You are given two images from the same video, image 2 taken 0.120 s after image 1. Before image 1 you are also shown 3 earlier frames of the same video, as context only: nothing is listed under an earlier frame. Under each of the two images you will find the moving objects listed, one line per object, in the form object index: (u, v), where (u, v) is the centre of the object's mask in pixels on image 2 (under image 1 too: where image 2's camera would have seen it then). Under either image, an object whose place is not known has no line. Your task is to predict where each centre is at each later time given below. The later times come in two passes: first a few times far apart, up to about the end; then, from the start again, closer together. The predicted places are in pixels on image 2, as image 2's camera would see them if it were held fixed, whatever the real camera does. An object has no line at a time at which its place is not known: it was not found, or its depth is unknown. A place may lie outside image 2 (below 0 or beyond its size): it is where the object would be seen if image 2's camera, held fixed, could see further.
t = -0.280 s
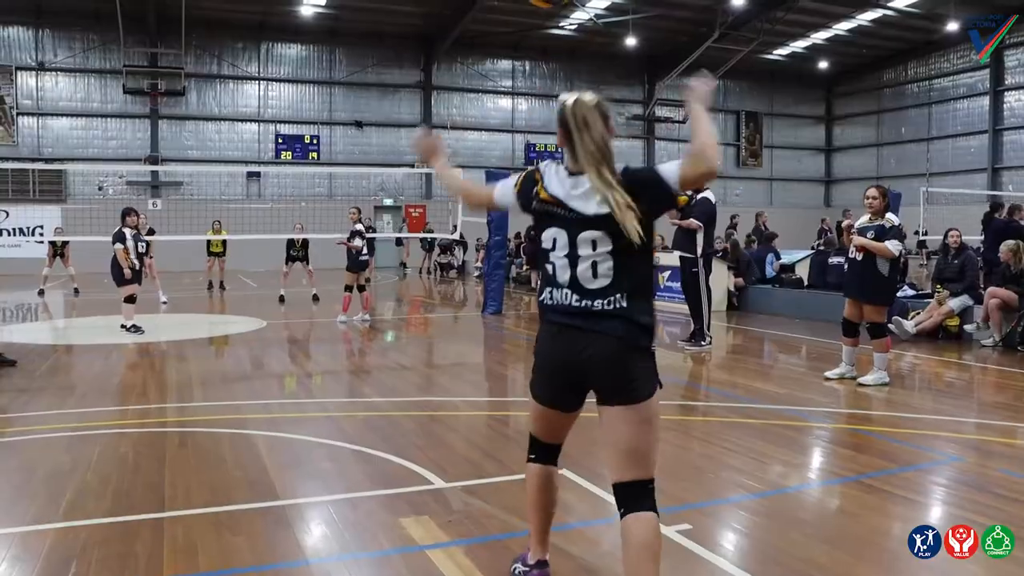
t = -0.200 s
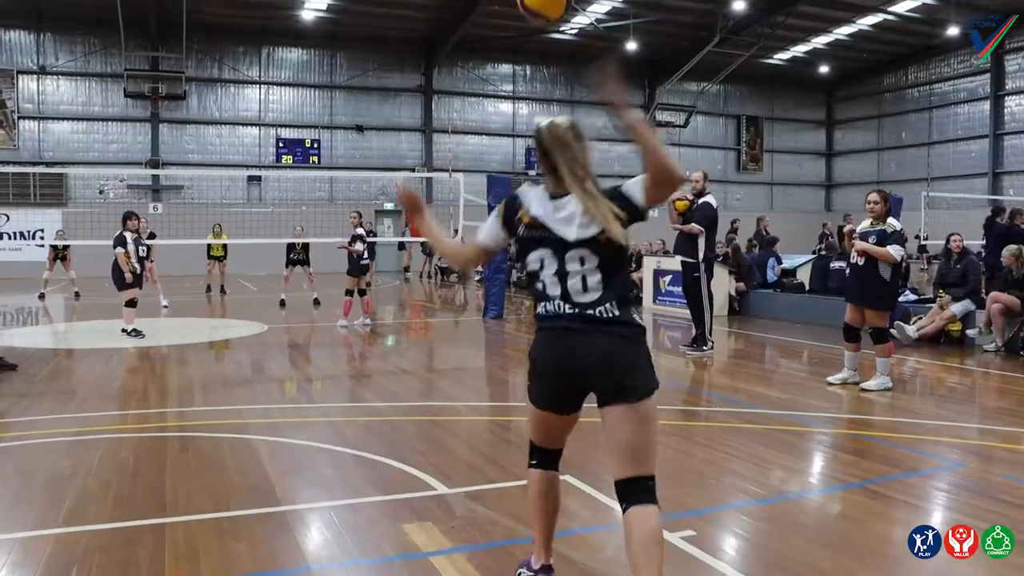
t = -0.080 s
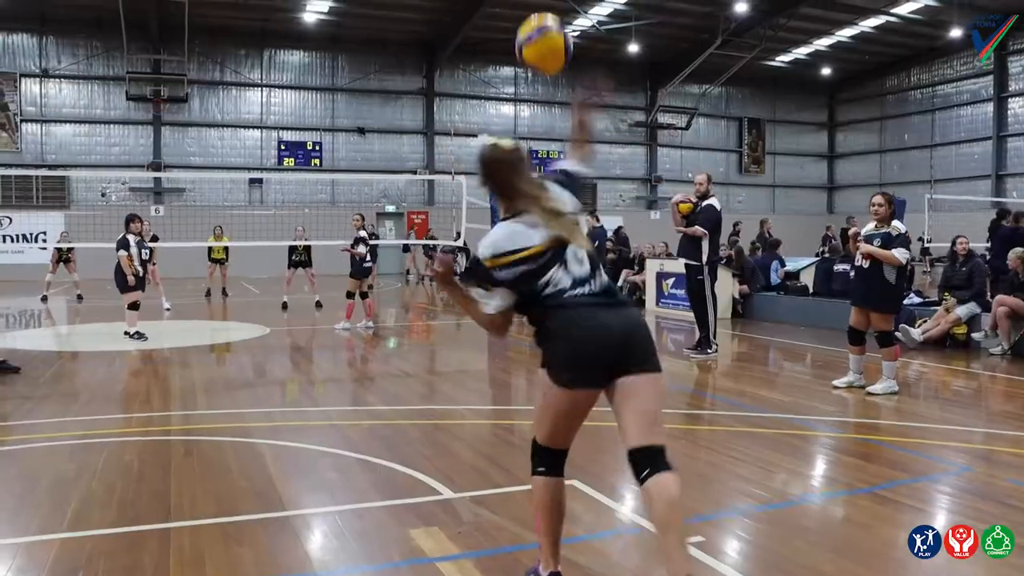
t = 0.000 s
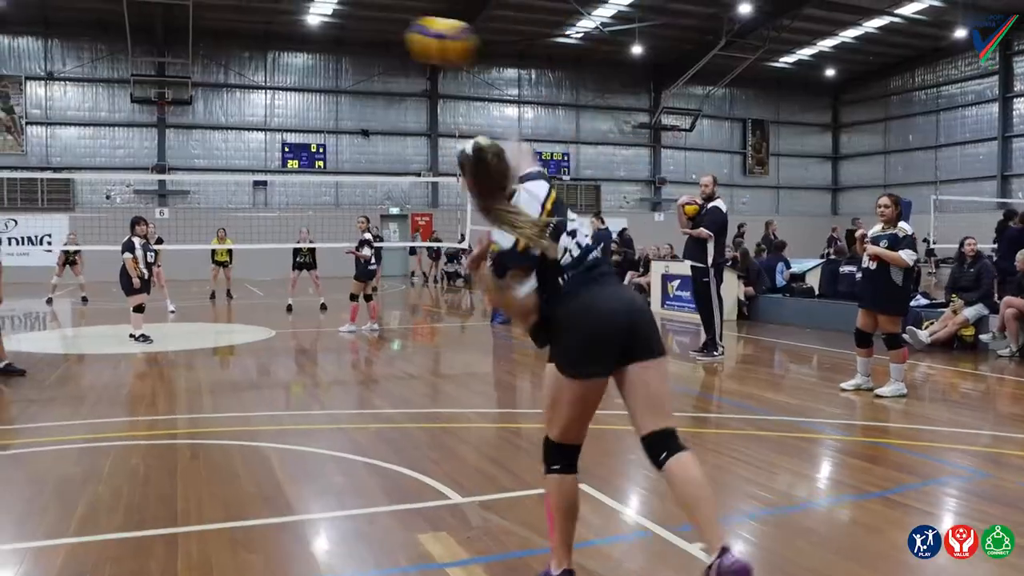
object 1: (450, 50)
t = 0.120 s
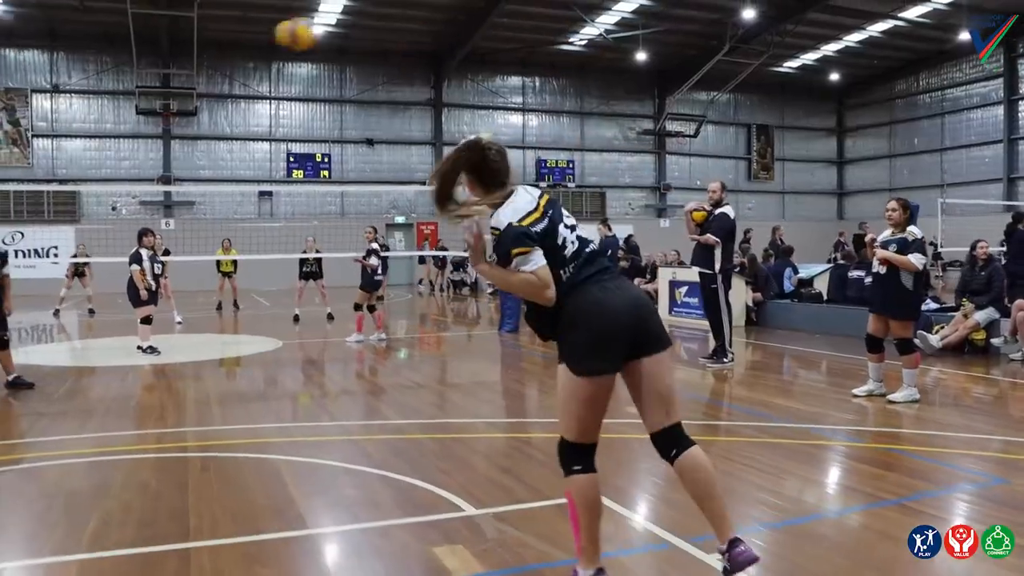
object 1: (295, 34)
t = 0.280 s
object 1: (195, 49)
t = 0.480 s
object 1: (126, 95)
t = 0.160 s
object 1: (265, 35)
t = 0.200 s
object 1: (238, 39)
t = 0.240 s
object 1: (214, 43)
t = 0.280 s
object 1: (195, 49)
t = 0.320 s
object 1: (178, 57)
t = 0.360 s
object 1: (164, 66)
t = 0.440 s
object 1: (137, 85)
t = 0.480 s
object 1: (126, 95)
